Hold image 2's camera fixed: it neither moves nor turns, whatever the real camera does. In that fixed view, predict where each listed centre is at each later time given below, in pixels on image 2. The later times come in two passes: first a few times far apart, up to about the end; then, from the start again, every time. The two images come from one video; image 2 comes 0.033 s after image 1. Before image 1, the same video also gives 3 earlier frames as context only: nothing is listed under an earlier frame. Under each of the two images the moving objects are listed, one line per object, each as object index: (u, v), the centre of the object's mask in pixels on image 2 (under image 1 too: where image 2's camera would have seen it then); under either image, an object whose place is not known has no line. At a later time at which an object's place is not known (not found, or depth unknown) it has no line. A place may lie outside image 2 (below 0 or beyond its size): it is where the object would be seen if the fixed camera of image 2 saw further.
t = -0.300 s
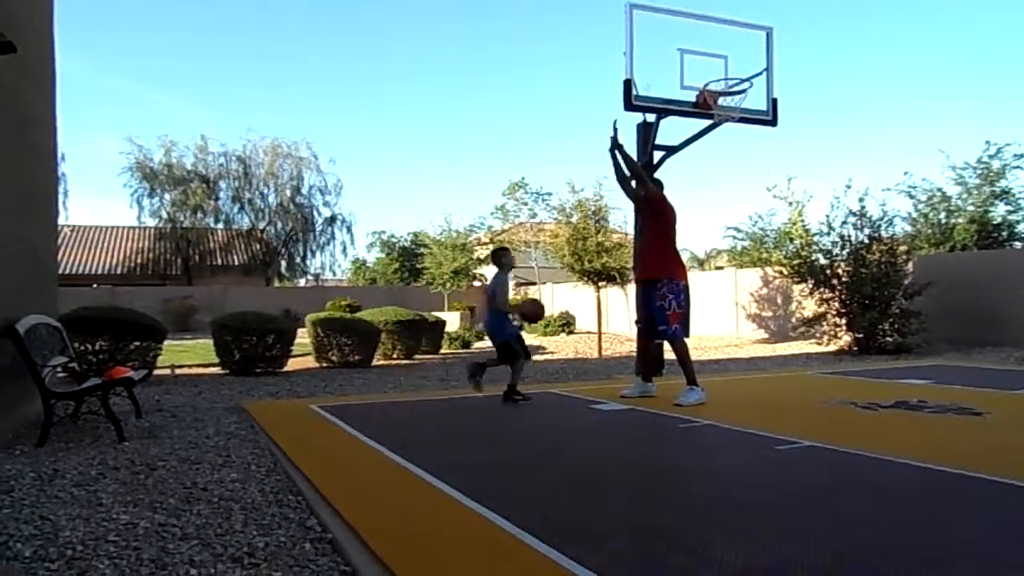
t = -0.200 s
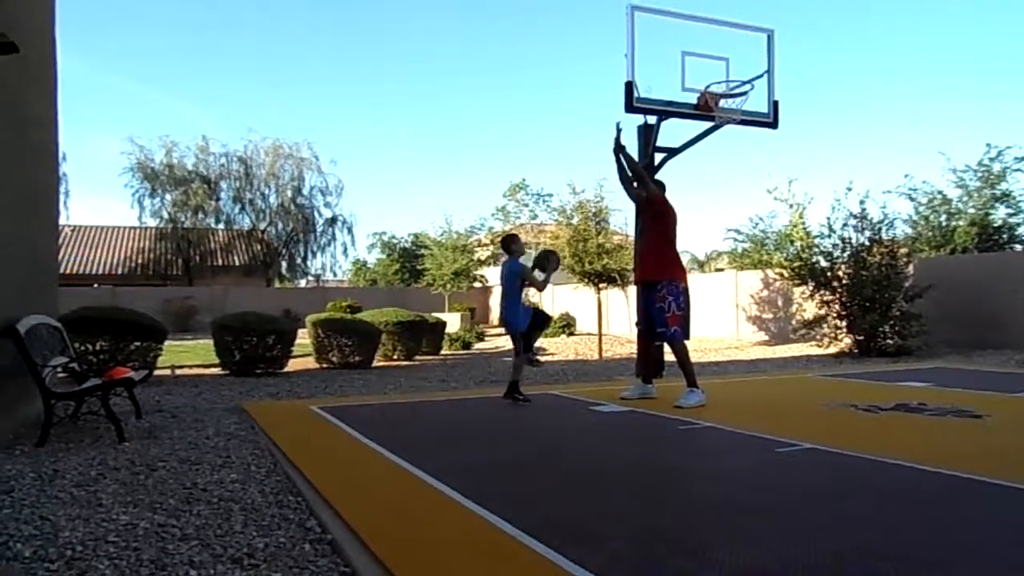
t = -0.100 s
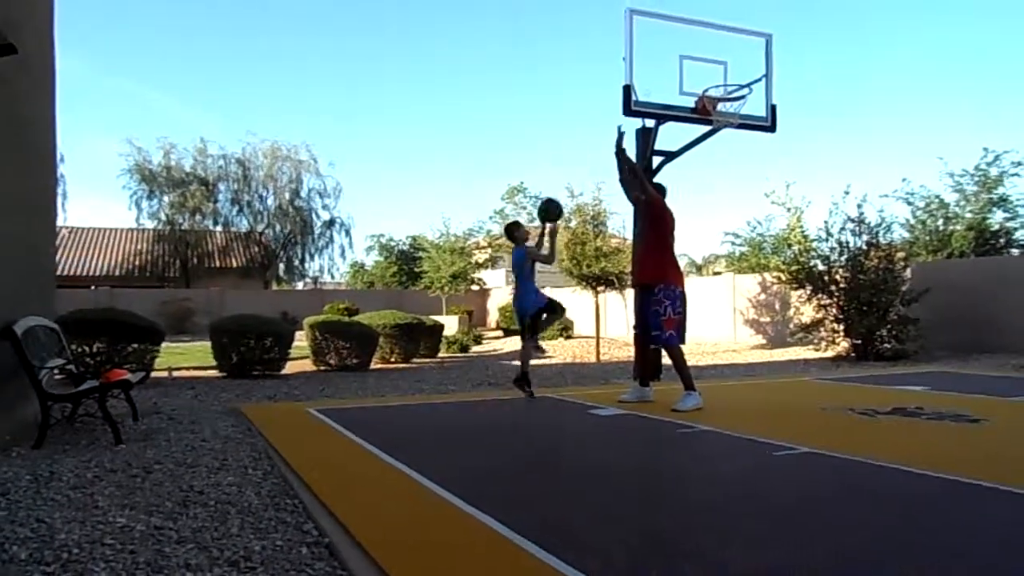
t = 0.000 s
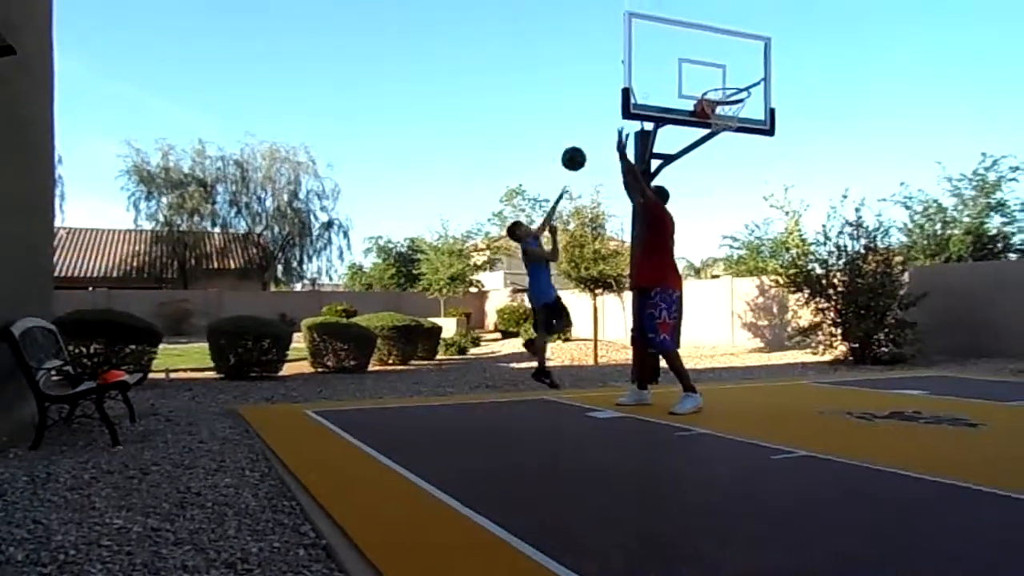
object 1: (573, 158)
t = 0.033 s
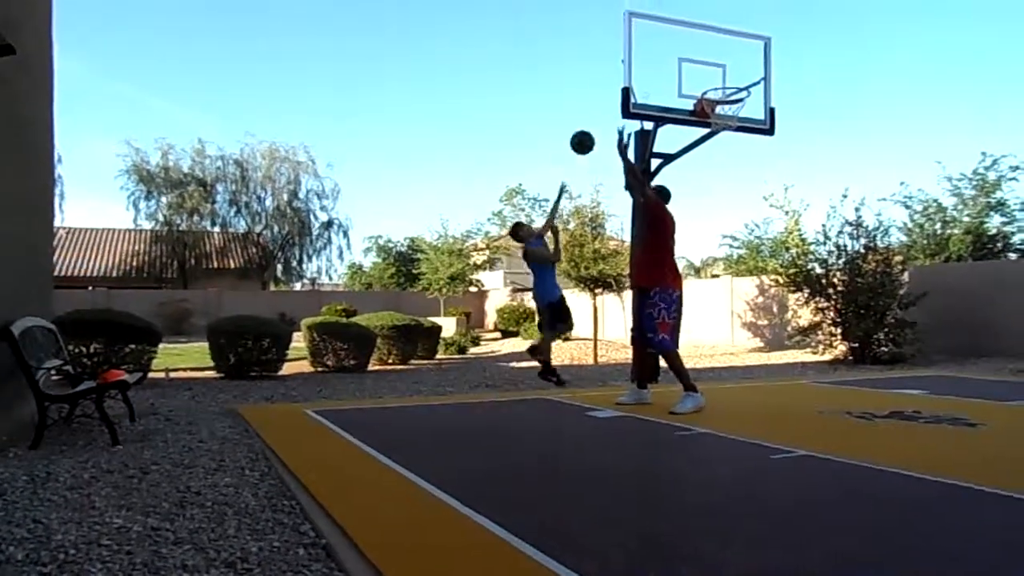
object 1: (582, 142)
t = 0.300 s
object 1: (651, 61)
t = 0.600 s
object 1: (722, 61)
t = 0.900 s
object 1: (771, 84)
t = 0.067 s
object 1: (591, 128)
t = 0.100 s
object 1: (600, 115)
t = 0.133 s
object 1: (608, 103)
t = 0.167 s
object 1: (617, 92)
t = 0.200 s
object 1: (626, 83)
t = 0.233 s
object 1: (634, 74)
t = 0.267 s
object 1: (643, 67)
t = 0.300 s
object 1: (651, 61)
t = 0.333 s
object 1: (659, 57)
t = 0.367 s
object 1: (667, 53)
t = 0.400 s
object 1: (675, 51)
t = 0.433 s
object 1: (683, 50)
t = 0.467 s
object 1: (691, 50)
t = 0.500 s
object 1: (699, 51)
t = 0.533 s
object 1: (707, 53)
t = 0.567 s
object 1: (715, 57)
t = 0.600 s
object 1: (722, 61)
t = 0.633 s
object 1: (730, 67)
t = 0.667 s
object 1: (737, 73)
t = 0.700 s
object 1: (743, 76)
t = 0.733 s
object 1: (748, 75)
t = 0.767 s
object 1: (752, 74)
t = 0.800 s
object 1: (756, 75)
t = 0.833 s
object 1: (761, 77)
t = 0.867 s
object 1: (766, 80)
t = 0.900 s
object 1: (771, 84)
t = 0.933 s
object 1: (775, 89)
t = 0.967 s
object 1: (780, 96)
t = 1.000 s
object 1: (785, 104)
